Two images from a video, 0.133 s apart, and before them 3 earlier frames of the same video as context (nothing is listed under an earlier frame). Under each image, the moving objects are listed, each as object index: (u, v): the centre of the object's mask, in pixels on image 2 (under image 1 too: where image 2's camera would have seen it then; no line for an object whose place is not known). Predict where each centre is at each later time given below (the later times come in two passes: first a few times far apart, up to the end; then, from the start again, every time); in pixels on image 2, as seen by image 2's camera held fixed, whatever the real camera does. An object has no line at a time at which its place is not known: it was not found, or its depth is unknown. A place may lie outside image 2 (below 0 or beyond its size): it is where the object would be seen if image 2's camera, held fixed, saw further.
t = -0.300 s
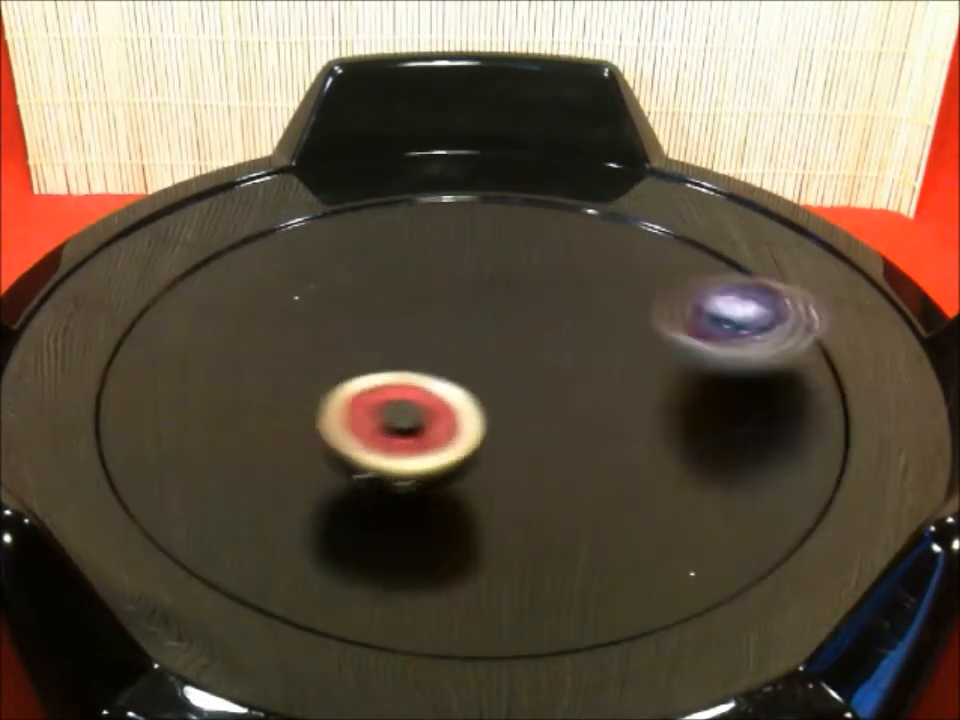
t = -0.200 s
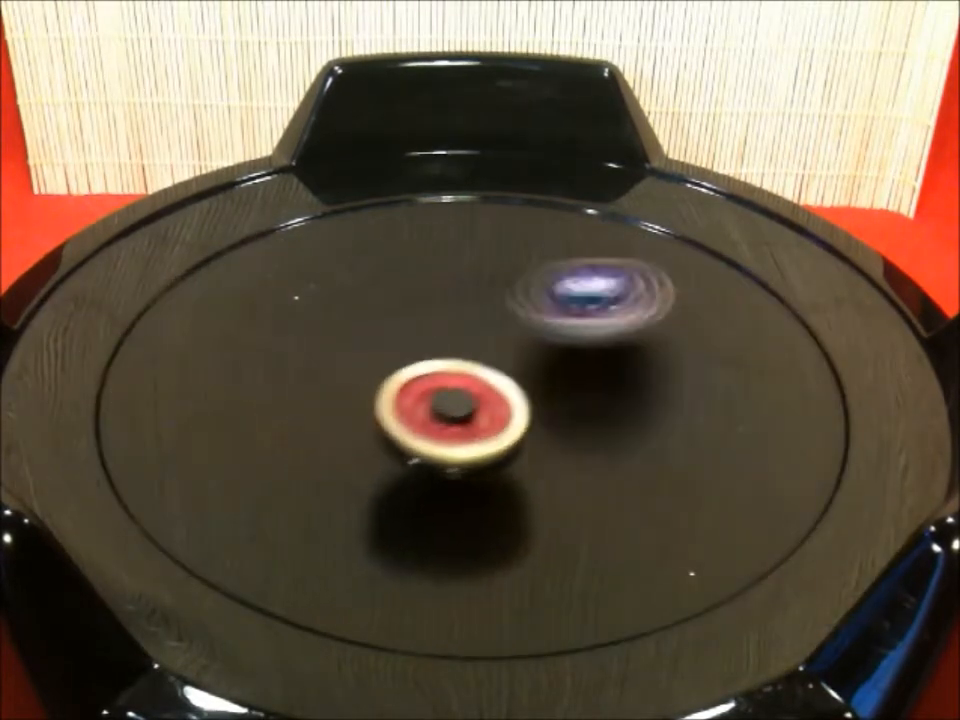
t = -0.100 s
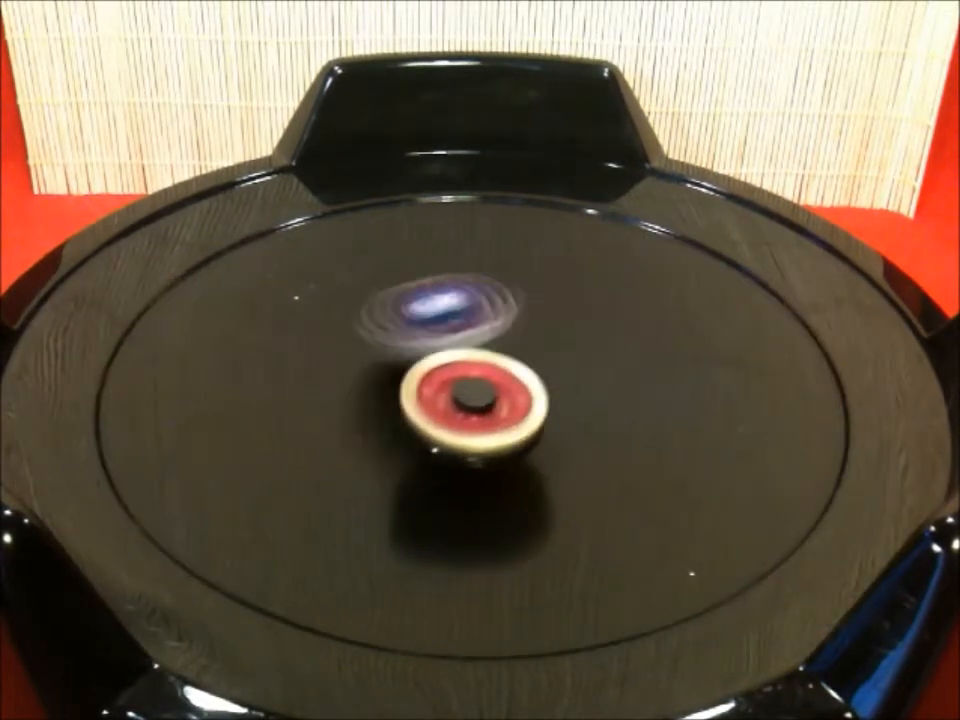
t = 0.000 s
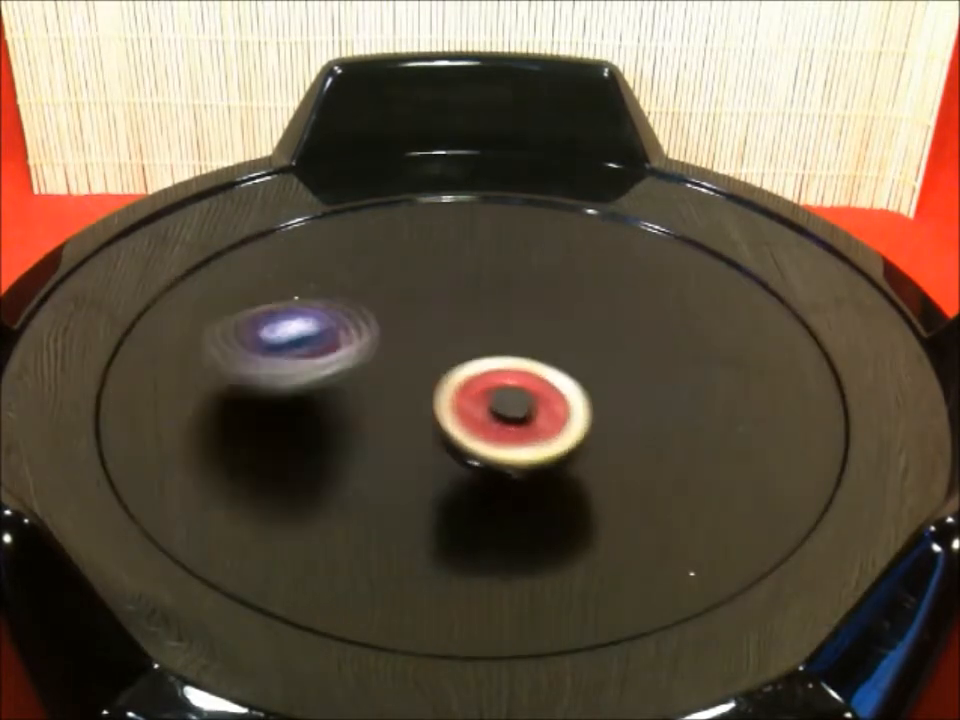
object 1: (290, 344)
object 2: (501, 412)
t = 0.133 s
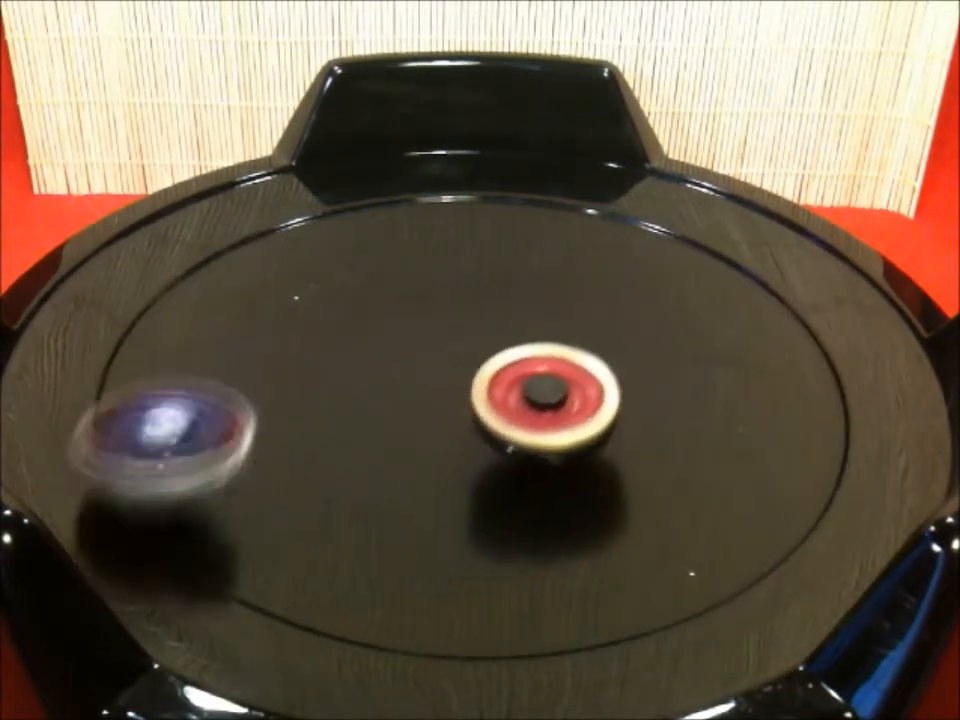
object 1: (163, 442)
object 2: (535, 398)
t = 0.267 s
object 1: (353, 565)
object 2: (538, 370)
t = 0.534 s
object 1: (628, 429)
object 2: (511, 344)
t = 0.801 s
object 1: (566, 358)
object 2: (371, 256)
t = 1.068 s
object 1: (372, 474)
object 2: (351, 309)
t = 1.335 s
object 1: (626, 447)
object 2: (356, 351)
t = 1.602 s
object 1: (415, 311)
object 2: (350, 390)
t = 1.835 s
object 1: (233, 369)
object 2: (415, 448)
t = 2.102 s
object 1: (353, 406)
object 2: (654, 478)
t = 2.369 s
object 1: (414, 269)
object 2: (613, 428)
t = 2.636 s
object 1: (371, 346)
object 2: (525, 409)
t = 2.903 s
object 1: (298, 276)
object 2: (787, 506)
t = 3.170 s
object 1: (457, 356)
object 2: (631, 429)
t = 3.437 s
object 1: (544, 242)
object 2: (522, 412)
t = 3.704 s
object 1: (435, 316)
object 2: (470, 415)
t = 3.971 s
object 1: (578, 361)
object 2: (472, 458)
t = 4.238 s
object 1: (566, 336)
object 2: (470, 417)
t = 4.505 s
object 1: (513, 340)
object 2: (413, 416)
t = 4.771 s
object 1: (500, 355)
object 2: (382, 423)
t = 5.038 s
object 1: (526, 372)
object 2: (392, 419)
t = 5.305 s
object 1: (594, 343)
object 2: (362, 413)
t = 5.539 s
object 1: (524, 341)
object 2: (383, 402)
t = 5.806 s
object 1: (535, 372)
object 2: (367, 405)
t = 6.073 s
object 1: (677, 351)
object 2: (306, 393)
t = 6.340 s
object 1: (575, 334)
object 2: (355, 392)
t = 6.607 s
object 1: (589, 419)
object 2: (348, 391)
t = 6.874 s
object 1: (610, 421)
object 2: (418, 396)
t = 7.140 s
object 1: (579, 431)
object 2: (393, 362)
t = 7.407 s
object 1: (512, 450)
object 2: (406, 359)
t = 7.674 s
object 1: (518, 464)
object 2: (430, 359)
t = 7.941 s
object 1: (474, 450)
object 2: (444, 343)
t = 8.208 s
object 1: (418, 459)
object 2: (478, 333)
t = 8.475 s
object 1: (432, 433)
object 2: (491, 346)
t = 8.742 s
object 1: (393, 427)
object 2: (513, 358)
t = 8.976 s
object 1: (350, 428)
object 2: (542, 366)
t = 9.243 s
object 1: (375, 408)
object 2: (556, 380)
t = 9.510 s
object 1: (350, 377)
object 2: (531, 387)
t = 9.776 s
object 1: (385, 349)
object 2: (501, 393)
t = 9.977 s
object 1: (391, 324)
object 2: (498, 406)
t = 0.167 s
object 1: (160, 470)
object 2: (537, 390)
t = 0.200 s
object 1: (200, 504)
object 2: (539, 382)
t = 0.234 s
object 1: (271, 534)
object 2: (540, 375)
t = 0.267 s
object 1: (353, 565)
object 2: (538, 370)
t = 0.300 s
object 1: (423, 579)
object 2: (537, 364)
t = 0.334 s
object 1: (489, 577)
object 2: (534, 360)
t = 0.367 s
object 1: (540, 560)
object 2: (531, 357)
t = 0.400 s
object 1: (575, 534)
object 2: (527, 355)
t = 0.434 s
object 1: (602, 505)
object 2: (524, 354)
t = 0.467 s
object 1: (617, 476)
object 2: (522, 354)
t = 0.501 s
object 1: (621, 446)
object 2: (519, 353)
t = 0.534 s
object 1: (628, 429)
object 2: (511, 344)
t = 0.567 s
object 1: (653, 430)
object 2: (485, 316)
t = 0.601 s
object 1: (666, 428)
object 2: (457, 290)
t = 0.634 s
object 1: (670, 417)
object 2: (430, 269)
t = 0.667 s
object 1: (669, 403)
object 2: (411, 253)
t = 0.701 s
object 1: (656, 386)
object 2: (395, 247)
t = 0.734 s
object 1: (634, 372)
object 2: (384, 247)
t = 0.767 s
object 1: (601, 363)
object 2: (380, 249)
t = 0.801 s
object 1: (566, 358)
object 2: (371, 256)
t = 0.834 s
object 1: (524, 358)
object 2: (368, 260)
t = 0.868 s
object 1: (486, 363)
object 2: (360, 267)
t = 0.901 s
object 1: (449, 372)
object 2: (360, 274)
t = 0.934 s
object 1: (416, 387)
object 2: (353, 281)
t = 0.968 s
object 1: (392, 404)
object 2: (355, 288)
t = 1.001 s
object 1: (373, 425)
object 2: (350, 296)
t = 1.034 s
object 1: (366, 449)
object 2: (348, 302)
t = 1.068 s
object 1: (372, 474)
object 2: (351, 309)
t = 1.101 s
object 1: (395, 499)
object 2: (349, 315)
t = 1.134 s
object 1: (431, 519)
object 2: (348, 321)
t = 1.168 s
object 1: (477, 531)
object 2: (349, 326)
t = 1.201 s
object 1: (524, 531)
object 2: (349, 332)
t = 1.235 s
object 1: (570, 519)
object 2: (350, 336)
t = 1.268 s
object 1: (603, 498)
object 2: (352, 342)
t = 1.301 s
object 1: (621, 473)
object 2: (357, 346)
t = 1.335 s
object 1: (626, 447)
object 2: (356, 351)
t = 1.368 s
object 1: (617, 420)
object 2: (361, 355)
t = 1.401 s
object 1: (598, 398)
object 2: (362, 361)
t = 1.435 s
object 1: (566, 375)
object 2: (364, 366)
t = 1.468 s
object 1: (532, 359)
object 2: (367, 371)
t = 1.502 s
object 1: (505, 343)
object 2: (358, 376)
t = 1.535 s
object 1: (478, 329)
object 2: (351, 379)
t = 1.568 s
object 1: (449, 319)
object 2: (349, 384)
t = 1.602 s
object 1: (415, 311)
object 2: (350, 390)
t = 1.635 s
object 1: (376, 307)
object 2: (349, 401)
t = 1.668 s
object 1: (345, 307)
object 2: (350, 411)
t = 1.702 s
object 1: (313, 311)
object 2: (355, 418)
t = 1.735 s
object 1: (283, 323)
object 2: (356, 423)
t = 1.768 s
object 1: (263, 342)
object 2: (365, 427)
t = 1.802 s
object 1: (253, 365)
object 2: (367, 431)
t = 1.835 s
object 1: (233, 369)
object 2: (415, 448)
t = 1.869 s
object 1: (213, 369)
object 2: (479, 473)
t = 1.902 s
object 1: (207, 376)
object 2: (518, 489)
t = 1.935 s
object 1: (209, 387)
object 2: (562, 495)
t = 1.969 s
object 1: (223, 395)
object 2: (601, 498)
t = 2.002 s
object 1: (247, 403)
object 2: (630, 495)
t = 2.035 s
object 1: (278, 409)
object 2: (643, 491)
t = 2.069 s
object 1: (314, 411)
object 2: (653, 484)
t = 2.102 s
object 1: (353, 406)
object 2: (654, 478)
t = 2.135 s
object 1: (386, 395)
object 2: (661, 470)
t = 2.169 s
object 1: (412, 378)
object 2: (662, 463)
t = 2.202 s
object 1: (430, 361)
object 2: (660, 456)
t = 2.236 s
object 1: (440, 341)
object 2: (650, 449)
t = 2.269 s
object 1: (442, 321)
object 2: (645, 443)
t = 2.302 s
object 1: (439, 302)
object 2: (632, 438)
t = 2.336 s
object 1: (429, 284)
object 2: (625, 434)
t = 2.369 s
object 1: (414, 269)
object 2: (613, 428)
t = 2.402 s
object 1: (393, 258)
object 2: (598, 423)
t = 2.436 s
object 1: (368, 254)
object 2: (589, 420)
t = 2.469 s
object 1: (346, 257)
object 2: (578, 417)
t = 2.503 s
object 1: (329, 267)
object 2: (565, 414)
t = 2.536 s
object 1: (321, 282)
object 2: (554, 412)
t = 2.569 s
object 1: (327, 305)
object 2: (543, 411)
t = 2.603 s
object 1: (344, 327)
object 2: (534, 410)
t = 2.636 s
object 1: (371, 346)
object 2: (525, 409)
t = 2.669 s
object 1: (398, 355)
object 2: (520, 412)
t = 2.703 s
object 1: (390, 329)
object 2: (589, 444)
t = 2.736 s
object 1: (377, 307)
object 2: (658, 474)
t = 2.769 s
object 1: (363, 290)
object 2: (697, 497)
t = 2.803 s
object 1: (345, 279)
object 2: (745, 511)
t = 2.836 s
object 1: (325, 272)
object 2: (788, 519)
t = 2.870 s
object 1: (309, 273)
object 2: (788, 515)
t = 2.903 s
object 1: (298, 276)
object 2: (787, 506)
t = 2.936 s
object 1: (295, 284)
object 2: (778, 498)
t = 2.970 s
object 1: (297, 297)
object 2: (764, 492)
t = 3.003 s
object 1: (307, 312)
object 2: (739, 481)
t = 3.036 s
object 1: (327, 329)
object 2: (718, 470)
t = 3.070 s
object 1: (354, 343)
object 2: (702, 459)
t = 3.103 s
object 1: (387, 352)
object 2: (675, 449)
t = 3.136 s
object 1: (423, 356)
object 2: (653, 439)
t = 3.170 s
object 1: (457, 356)
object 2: (631, 429)
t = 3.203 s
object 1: (488, 351)
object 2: (609, 420)
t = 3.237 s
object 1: (515, 338)
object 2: (591, 411)
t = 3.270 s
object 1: (538, 324)
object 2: (578, 408)
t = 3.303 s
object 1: (555, 307)
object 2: (561, 413)
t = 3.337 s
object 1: (563, 288)
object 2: (551, 416)
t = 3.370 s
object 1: (564, 269)
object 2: (537, 415)
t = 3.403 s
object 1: (558, 254)
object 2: (531, 415)
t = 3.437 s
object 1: (544, 242)
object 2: (522, 412)
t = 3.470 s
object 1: (524, 233)
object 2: (514, 410)
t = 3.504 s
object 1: (501, 231)
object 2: (505, 408)
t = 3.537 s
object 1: (476, 237)
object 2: (498, 407)
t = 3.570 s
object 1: (455, 250)
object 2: (490, 405)
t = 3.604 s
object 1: (440, 268)
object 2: (479, 402)
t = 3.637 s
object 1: (431, 289)
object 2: (476, 401)
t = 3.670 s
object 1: (431, 308)
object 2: (470, 399)
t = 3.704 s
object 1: (435, 316)
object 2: (470, 415)
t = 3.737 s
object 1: (438, 320)
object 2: (474, 439)
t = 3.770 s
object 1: (446, 330)
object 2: (468, 456)
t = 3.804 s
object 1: (460, 341)
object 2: (472, 468)
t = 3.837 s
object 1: (480, 354)
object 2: (466, 471)
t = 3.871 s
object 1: (502, 360)
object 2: (465, 470)
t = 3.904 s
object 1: (529, 364)
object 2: (470, 468)
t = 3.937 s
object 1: (553, 365)
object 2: (467, 462)
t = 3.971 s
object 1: (578, 361)
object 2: (472, 458)
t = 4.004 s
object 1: (597, 356)
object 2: (470, 452)
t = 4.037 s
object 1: (609, 349)
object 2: (474, 447)
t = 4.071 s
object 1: (614, 341)
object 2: (471, 441)
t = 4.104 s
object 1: (611, 336)
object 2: (471, 436)
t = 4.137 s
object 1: (604, 333)
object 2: (475, 431)
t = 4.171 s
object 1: (593, 333)
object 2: (471, 426)
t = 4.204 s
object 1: (581, 333)
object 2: (474, 422)
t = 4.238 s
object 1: (566, 336)
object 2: (470, 417)
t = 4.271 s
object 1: (554, 339)
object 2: (470, 414)
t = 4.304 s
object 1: (549, 338)
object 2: (457, 419)
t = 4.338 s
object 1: (545, 338)
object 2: (445, 422)
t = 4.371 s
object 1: (539, 338)
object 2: (432, 422)
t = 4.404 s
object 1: (532, 338)
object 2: (432, 420)
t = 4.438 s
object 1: (524, 339)
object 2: (430, 416)
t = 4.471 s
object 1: (516, 340)
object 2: (425, 413)
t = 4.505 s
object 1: (513, 340)
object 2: (413, 416)
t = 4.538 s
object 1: (511, 340)
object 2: (404, 420)
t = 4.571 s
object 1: (507, 341)
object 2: (403, 420)
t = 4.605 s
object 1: (503, 342)
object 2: (398, 419)
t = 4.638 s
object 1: (500, 345)
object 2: (398, 417)
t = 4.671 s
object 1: (498, 349)
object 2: (400, 416)
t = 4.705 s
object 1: (500, 350)
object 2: (388, 421)
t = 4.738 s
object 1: (501, 352)
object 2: (386, 423)
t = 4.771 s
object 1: (500, 355)
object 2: (382, 423)
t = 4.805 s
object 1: (500, 356)
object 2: (387, 422)
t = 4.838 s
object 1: (501, 359)
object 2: (387, 421)
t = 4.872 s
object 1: (504, 362)
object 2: (390, 422)
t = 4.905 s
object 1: (508, 364)
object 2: (386, 423)
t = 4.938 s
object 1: (512, 365)
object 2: (388, 422)
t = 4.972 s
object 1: (516, 367)
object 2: (387, 421)
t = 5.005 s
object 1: (520, 370)
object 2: (394, 420)
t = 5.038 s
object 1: (526, 372)
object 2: (392, 419)
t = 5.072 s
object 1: (531, 374)
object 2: (391, 418)
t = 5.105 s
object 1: (536, 374)
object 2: (393, 417)
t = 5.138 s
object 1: (539, 375)
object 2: (397, 415)
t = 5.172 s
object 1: (546, 372)
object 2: (390, 414)
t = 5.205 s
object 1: (566, 365)
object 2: (374, 415)
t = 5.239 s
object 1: (581, 358)
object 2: (364, 415)
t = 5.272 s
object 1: (591, 350)
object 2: (363, 415)
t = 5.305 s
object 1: (594, 343)
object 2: (362, 413)
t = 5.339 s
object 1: (594, 335)
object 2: (363, 412)
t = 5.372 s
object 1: (590, 330)
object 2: (365, 411)
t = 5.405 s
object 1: (581, 327)
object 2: (369, 409)
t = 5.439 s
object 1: (570, 327)
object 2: (368, 408)
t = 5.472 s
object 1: (556, 329)
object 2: (372, 406)
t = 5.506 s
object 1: (540, 333)
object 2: (378, 405)
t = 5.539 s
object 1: (524, 341)
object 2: (383, 402)
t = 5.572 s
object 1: (513, 348)
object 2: (391, 400)
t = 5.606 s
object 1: (512, 354)
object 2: (375, 403)
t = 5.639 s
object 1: (518, 356)
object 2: (362, 407)
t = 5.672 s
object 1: (523, 359)
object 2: (361, 408)
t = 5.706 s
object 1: (526, 362)
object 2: (356, 407)
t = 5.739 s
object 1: (530, 364)
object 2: (358, 406)
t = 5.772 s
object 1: (532, 367)
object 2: (362, 406)
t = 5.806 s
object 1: (535, 372)
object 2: (367, 405)
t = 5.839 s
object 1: (537, 376)
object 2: (373, 404)
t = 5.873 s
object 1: (540, 381)
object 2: (379, 403)
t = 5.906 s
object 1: (550, 383)
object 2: (373, 401)
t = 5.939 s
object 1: (587, 382)
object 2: (341, 398)
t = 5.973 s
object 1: (617, 378)
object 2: (319, 396)
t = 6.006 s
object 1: (640, 371)
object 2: (313, 395)
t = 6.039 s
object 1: (661, 362)
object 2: (306, 394)
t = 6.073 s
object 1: (677, 351)
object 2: (306, 393)
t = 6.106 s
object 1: (687, 339)
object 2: (313, 395)
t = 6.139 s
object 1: (688, 326)
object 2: (319, 395)
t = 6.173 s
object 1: (681, 318)
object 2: (319, 394)
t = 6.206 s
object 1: (666, 312)
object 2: (328, 395)
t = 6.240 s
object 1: (644, 312)
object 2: (335, 395)
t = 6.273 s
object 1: (620, 316)
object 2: (343, 394)
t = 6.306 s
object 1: (596, 324)
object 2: (347, 394)
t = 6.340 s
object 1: (575, 334)
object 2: (355, 392)
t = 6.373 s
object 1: (555, 345)
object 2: (368, 392)
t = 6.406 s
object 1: (537, 358)
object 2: (373, 391)
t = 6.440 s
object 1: (533, 370)
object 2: (368, 390)
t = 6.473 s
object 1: (543, 378)
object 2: (350, 390)
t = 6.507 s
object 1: (551, 389)
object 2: (343, 391)
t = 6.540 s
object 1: (562, 400)
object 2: (338, 390)
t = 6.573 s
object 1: (575, 410)
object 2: (344, 390)
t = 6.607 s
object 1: (589, 419)
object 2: (348, 391)
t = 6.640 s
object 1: (602, 424)
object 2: (358, 391)
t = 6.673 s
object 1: (615, 428)
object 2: (365, 392)
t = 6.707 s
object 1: (622, 427)
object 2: (375, 394)
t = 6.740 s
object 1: (626, 429)
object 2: (384, 395)
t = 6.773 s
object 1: (627, 427)
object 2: (393, 396)
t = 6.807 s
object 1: (624, 425)
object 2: (401, 396)
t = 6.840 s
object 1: (620, 423)
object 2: (413, 396)
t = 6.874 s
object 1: (610, 421)
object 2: (418, 396)
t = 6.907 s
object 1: (595, 419)
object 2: (426, 396)
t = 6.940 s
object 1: (591, 420)
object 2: (422, 392)
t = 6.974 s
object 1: (586, 420)
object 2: (418, 387)
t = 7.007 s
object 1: (579, 420)
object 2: (418, 385)
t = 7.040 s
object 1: (575, 422)
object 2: (416, 381)
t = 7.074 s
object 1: (579, 428)
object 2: (403, 372)
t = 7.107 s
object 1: (581, 431)
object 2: (396, 365)
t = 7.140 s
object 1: (579, 431)
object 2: (393, 362)
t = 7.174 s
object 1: (576, 434)
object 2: (394, 360)
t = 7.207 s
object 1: (571, 434)
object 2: (395, 360)
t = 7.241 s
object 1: (563, 435)
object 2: (397, 360)
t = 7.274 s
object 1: (553, 435)
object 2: (403, 361)
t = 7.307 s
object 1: (540, 436)
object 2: (406, 362)
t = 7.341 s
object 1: (527, 438)
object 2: (408, 363)
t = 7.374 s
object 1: (515, 441)
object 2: (411, 363)
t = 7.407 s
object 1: (512, 450)
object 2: (406, 359)
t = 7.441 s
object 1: (512, 459)
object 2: (405, 356)
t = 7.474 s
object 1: (513, 466)
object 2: (410, 355)
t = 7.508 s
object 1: (517, 470)
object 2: (409, 354)
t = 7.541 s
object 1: (518, 472)
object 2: (412, 355)
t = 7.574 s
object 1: (521, 473)
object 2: (416, 355)
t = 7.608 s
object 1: (520, 472)
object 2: (419, 356)
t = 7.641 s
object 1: (522, 469)
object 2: (422, 357)
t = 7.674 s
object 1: (518, 464)
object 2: (430, 359)
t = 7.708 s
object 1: (514, 460)
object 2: (430, 360)
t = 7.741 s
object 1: (506, 452)
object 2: (433, 360)
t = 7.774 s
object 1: (500, 452)
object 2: (434, 355)
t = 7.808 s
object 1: (493, 452)
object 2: (434, 348)
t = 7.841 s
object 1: (489, 455)
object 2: (439, 345)
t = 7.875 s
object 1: (483, 453)
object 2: (439, 344)
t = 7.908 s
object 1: (479, 454)
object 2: (441, 343)
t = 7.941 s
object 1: (474, 450)
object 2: (444, 343)
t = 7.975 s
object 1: (467, 448)
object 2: (449, 343)
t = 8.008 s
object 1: (462, 445)
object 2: (452, 344)
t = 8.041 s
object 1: (454, 441)
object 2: (453, 345)
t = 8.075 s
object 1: (447, 443)
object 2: (458, 341)
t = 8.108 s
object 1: (436, 447)
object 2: (463, 335)
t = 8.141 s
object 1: (427, 453)
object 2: (468, 333)
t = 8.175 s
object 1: (421, 456)
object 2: (475, 333)
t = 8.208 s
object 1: (418, 459)
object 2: (478, 333)
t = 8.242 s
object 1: (417, 459)
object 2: (477, 334)
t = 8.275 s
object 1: (418, 461)
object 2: (479, 335)
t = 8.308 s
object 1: (418, 459)
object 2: (480, 337)
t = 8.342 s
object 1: (422, 458)
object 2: (486, 338)
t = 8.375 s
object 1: (425, 452)
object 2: (485, 341)
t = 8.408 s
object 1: (429, 447)
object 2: (485, 344)
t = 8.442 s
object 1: (431, 440)
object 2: (492, 345)
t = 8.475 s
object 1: (432, 433)
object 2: (491, 346)
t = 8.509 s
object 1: (421, 430)
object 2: (497, 345)
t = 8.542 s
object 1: (412, 431)
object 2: (503, 344)
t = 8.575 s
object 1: (403, 432)
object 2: (509, 344)
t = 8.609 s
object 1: (398, 431)
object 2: (507, 346)
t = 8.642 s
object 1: (395, 432)
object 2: (512, 349)
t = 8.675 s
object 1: (393, 430)
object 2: (513, 352)
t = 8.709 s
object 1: (393, 430)
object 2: (510, 355)
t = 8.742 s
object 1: (393, 427)
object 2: (513, 358)
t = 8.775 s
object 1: (398, 425)
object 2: (514, 361)
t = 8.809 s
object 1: (398, 422)
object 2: (514, 364)
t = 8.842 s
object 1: (385, 420)
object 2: (525, 363)
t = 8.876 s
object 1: (372, 421)
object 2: (538, 362)
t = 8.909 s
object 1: (360, 423)
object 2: (542, 362)
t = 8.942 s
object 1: (352, 425)
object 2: (542, 363)
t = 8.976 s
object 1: (350, 428)
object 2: (542, 366)
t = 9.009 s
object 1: (350, 427)
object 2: (540, 369)
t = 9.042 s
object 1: (354, 429)
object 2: (538, 371)
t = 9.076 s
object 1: (359, 429)
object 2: (536, 374)
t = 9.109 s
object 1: (369, 427)
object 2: (533, 376)
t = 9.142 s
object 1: (382, 424)
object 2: (530, 379)
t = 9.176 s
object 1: (392, 418)
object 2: (528, 382)
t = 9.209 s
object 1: (383, 411)
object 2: (541, 381)
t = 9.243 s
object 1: (375, 408)
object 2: (556, 380)
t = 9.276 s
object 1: (367, 403)
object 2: (561, 380)
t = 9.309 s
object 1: (359, 397)
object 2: (560, 381)
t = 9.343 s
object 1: (352, 391)
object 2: (556, 382)
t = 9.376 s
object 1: (346, 387)
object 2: (552, 383)
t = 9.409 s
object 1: (344, 385)
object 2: (547, 385)
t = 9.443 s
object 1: (343, 380)
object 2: (542, 385)
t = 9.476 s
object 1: (346, 380)
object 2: (536, 386)
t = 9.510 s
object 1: (350, 377)
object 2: (531, 387)
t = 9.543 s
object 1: (354, 376)
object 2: (525, 387)
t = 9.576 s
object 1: (362, 373)
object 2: (519, 388)
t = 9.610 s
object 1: (371, 373)
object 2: (514, 389)
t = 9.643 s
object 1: (377, 367)
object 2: (516, 390)
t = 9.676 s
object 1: (378, 361)
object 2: (517, 392)
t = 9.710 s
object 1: (380, 356)
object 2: (514, 393)
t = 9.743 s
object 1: (381, 353)
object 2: (508, 393)
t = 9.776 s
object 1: (385, 349)
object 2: (501, 393)
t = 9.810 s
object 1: (386, 345)
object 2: (500, 395)
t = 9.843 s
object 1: (386, 339)
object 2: (511, 401)
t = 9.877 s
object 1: (386, 333)
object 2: (510, 403)
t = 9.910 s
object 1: (387, 330)
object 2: (507, 405)
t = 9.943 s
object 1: (388, 326)
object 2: (499, 405)
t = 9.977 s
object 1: (391, 324)
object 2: (498, 406)
